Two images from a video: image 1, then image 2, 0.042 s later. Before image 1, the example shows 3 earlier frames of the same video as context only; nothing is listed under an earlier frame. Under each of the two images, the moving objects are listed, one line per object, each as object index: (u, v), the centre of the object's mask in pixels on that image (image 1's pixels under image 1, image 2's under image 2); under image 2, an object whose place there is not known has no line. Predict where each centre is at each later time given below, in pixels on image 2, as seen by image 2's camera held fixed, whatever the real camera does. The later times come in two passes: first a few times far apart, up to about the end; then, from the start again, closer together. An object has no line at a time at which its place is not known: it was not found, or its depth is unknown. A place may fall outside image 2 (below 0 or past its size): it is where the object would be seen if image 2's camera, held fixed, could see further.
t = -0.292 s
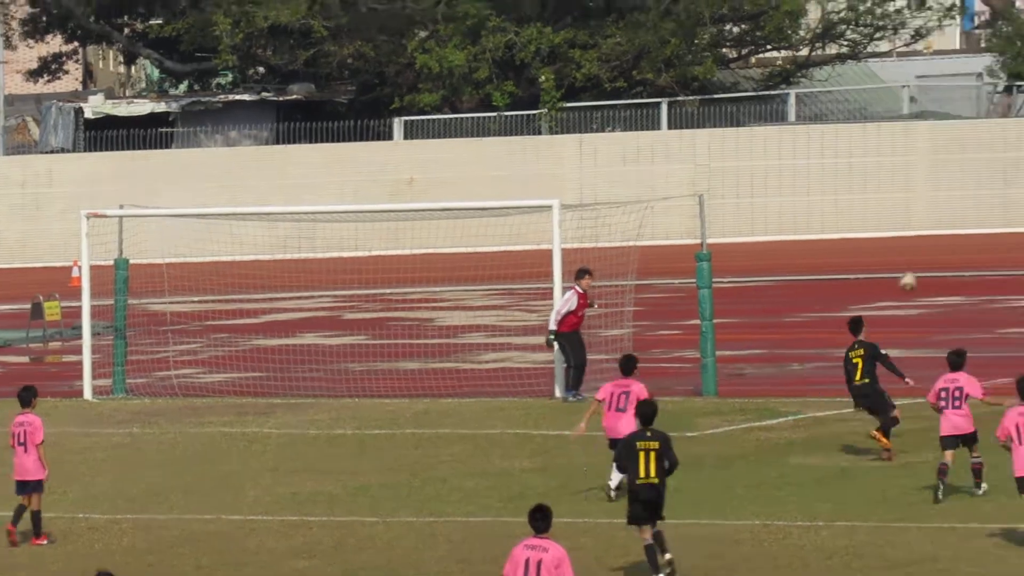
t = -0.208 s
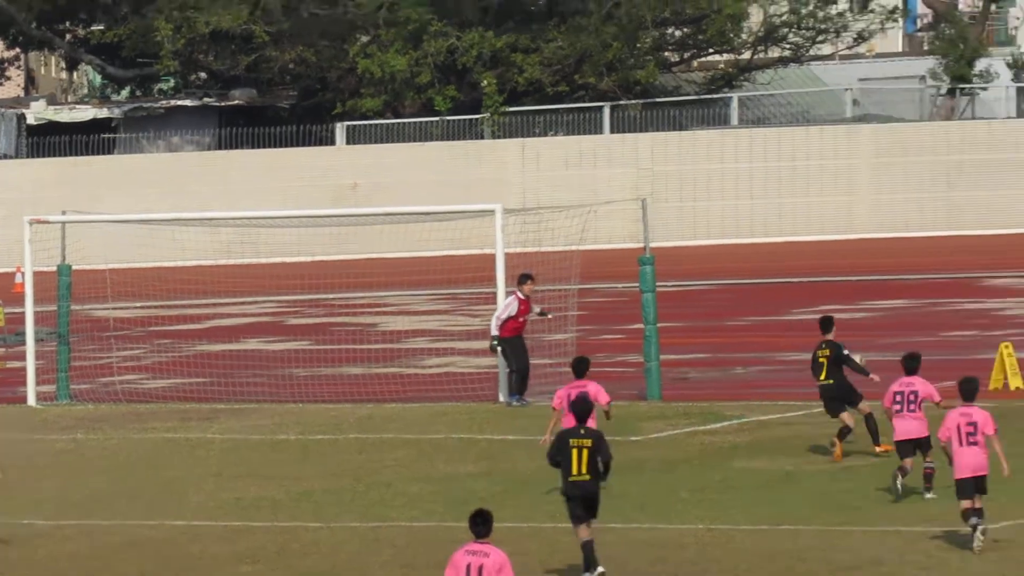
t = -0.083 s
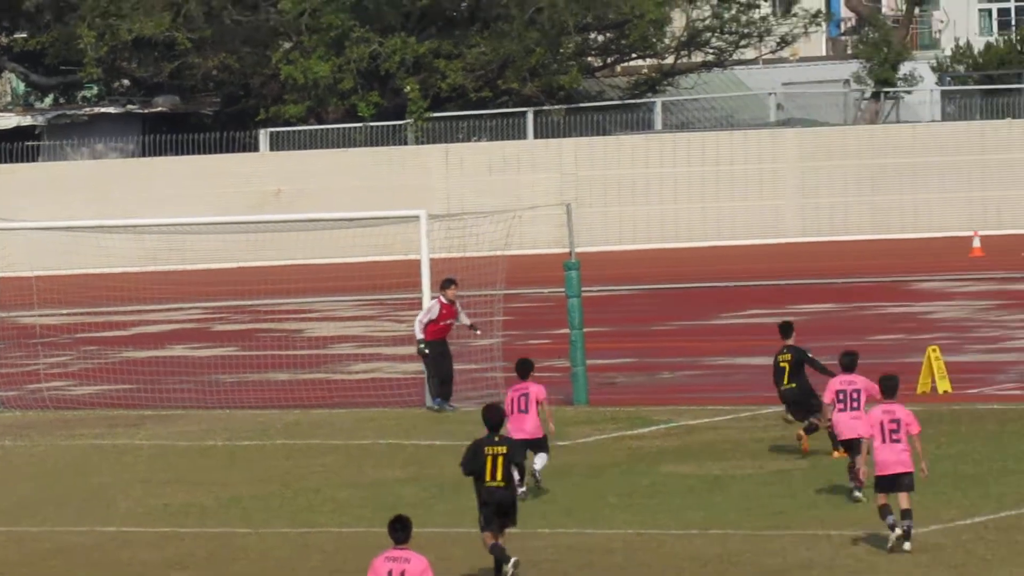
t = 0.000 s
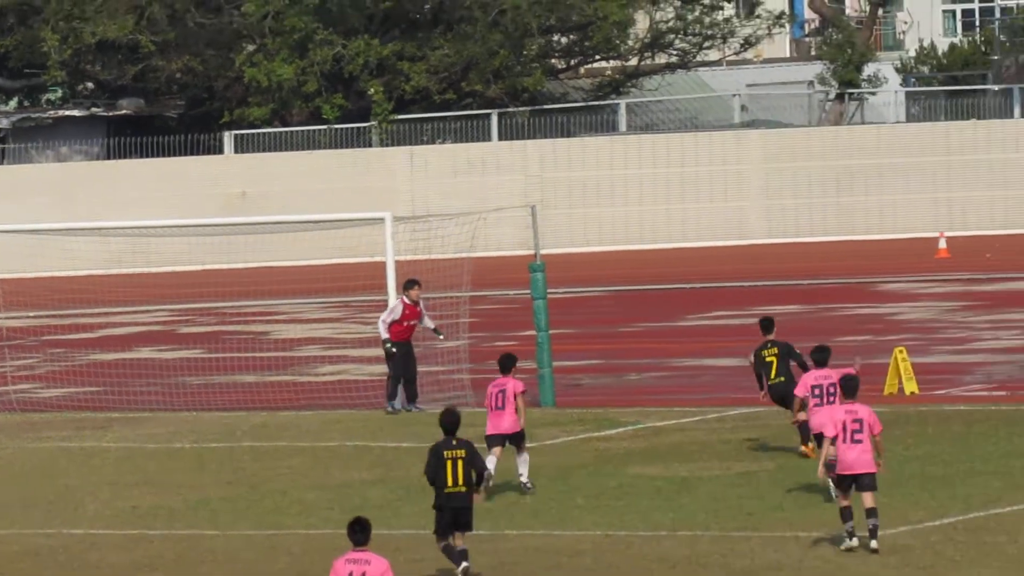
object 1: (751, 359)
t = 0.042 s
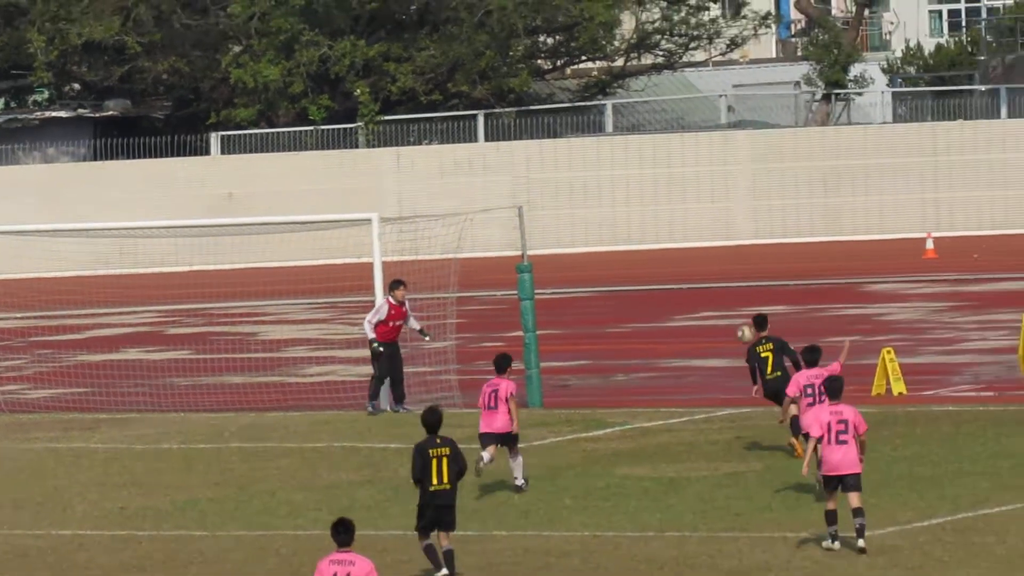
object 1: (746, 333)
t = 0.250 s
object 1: (746, 229)
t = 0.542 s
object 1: (747, 143)
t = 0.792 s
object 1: (750, 126)
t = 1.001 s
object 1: (754, 153)
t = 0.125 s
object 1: (745, 288)
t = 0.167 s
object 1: (746, 267)
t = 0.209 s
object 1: (745, 247)
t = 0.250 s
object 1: (746, 229)
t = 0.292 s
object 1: (745, 212)
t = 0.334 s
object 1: (746, 197)
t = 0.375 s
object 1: (746, 183)
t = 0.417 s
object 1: (746, 171)
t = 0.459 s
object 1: (746, 160)
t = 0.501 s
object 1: (746, 151)
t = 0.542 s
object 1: (747, 143)
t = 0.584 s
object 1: (747, 136)
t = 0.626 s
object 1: (748, 131)
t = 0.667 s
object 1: (749, 128)
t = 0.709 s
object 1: (749, 126)
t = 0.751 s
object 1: (750, 126)
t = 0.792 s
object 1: (750, 126)
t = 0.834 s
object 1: (750, 129)
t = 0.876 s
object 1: (751, 133)
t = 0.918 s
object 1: (752, 138)
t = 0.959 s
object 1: (753, 146)
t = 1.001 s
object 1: (754, 153)
